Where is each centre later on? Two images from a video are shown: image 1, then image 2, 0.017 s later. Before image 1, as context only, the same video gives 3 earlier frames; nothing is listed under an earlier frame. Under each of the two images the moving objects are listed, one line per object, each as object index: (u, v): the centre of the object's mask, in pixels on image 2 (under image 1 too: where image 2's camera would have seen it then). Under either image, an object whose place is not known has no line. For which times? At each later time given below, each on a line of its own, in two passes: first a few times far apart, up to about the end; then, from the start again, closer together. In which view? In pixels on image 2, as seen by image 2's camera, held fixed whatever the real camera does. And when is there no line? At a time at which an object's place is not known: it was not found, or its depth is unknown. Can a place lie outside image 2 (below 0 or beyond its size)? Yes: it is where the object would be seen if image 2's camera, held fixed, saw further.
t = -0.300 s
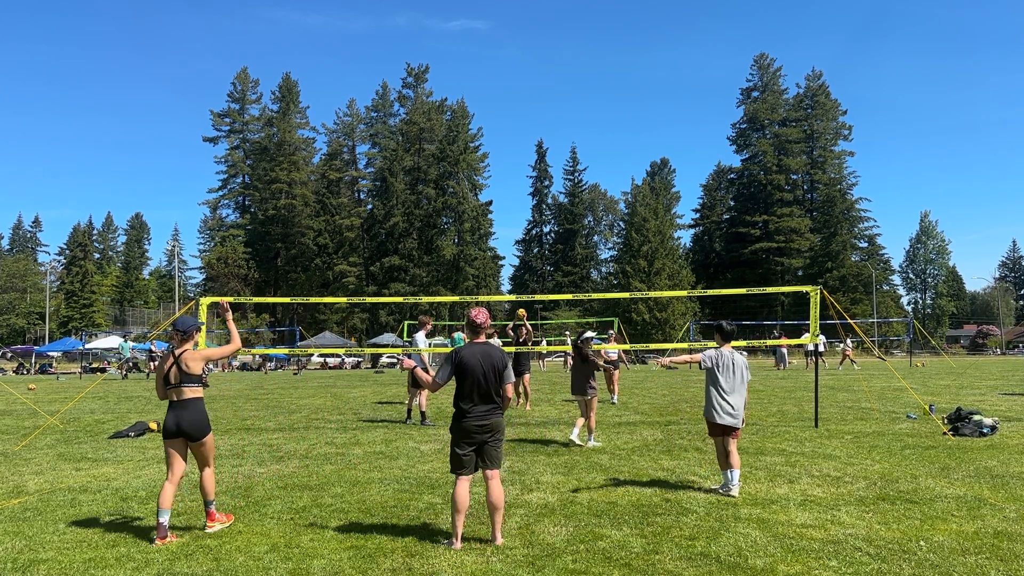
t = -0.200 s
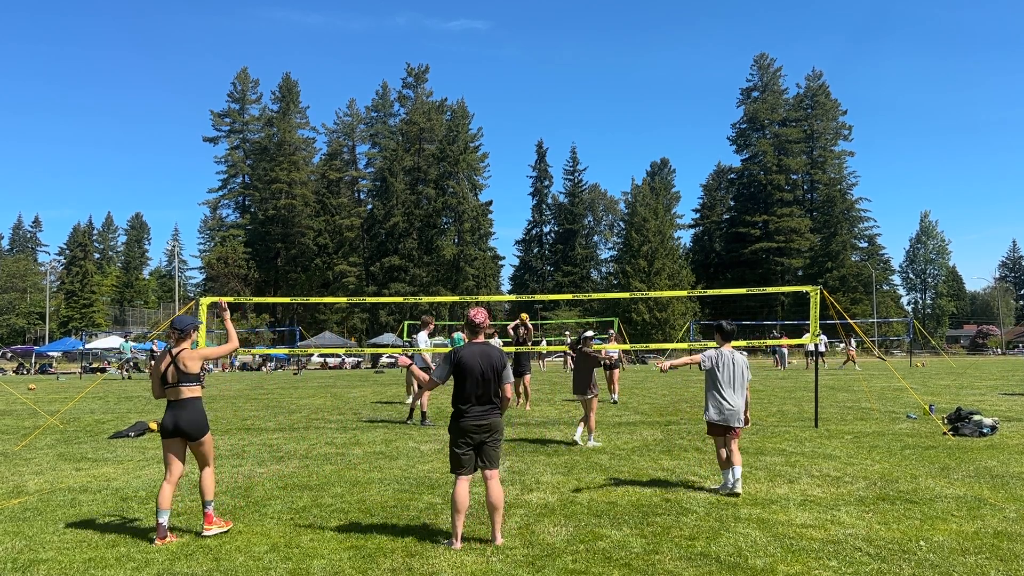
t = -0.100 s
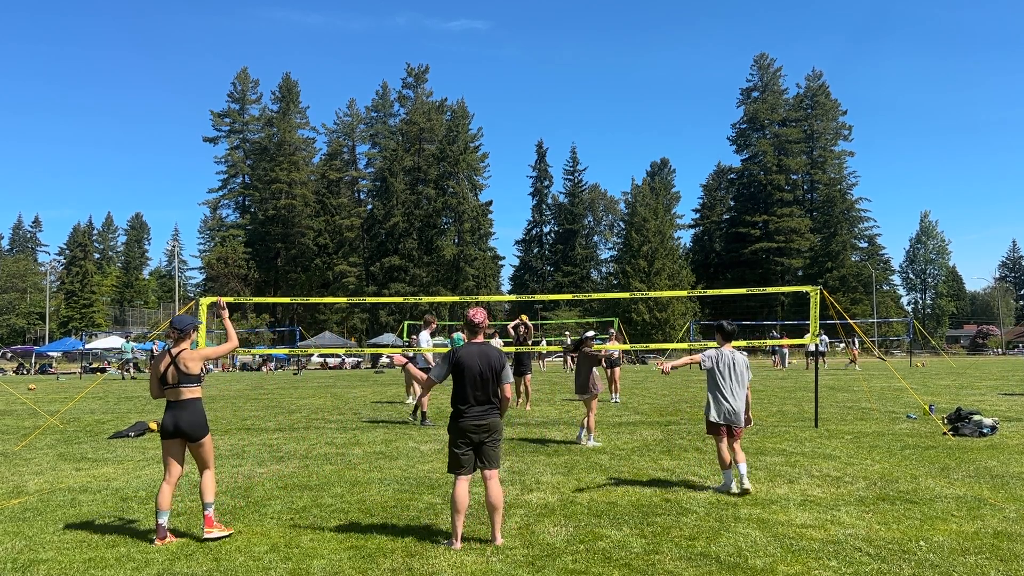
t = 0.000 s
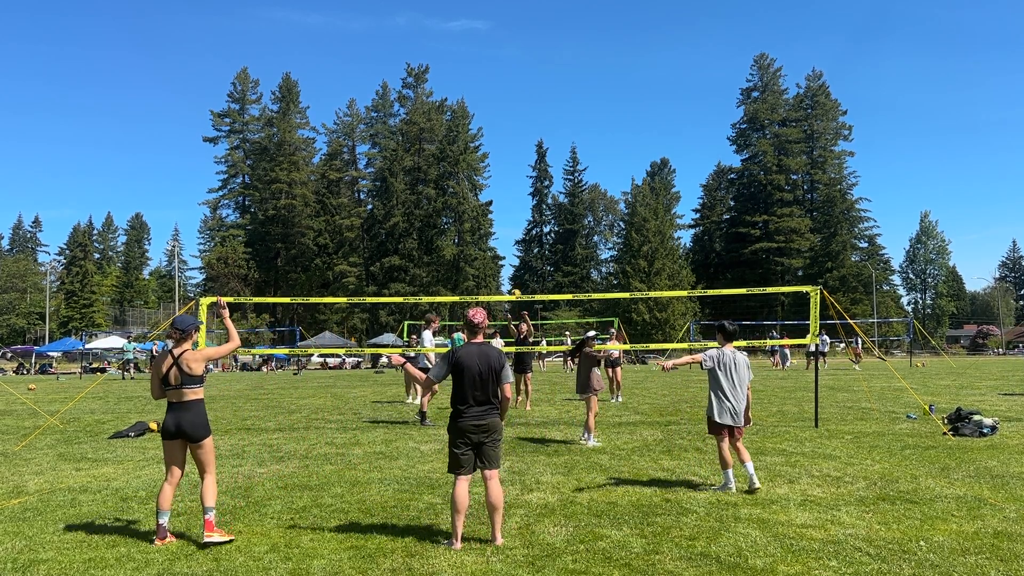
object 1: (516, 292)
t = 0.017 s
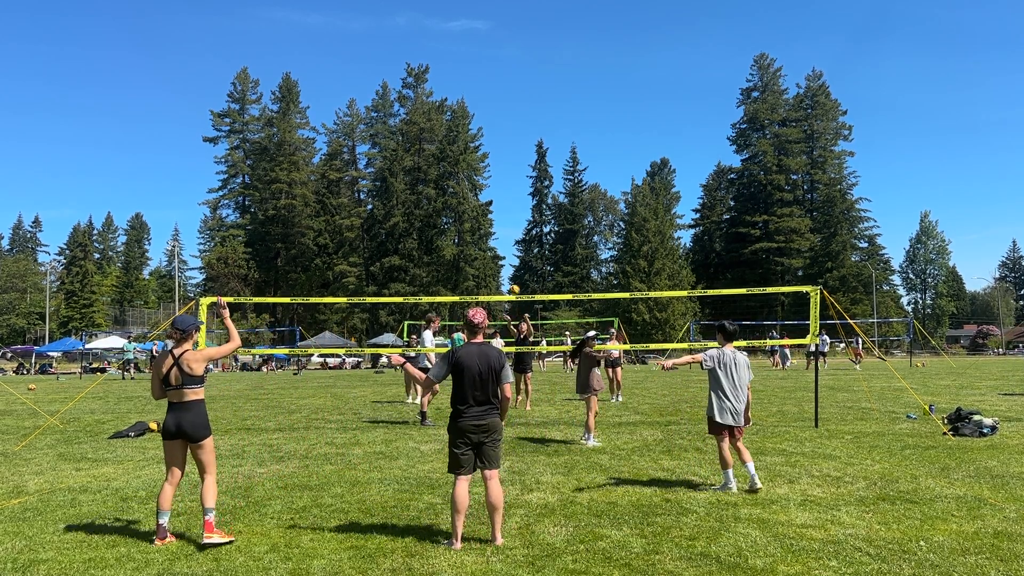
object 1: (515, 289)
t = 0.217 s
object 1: (494, 245)
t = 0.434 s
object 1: (466, 212)
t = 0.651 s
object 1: (429, 205)
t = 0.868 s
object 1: (379, 239)
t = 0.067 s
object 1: (509, 278)
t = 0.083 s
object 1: (508, 274)
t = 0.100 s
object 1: (506, 270)
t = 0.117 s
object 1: (505, 266)
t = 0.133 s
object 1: (503, 262)
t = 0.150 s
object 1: (501, 258)
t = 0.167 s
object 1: (499, 255)
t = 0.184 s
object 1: (497, 251)
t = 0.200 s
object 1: (495, 249)
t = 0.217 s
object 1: (494, 245)
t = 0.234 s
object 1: (492, 241)
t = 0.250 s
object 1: (490, 238)
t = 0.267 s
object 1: (489, 235)
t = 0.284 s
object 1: (486, 233)
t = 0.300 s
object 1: (484, 230)
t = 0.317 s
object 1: (482, 227)
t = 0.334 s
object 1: (480, 224)
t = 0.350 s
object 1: (477, 223)
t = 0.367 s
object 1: (475, 220)
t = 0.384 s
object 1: (473, 217)
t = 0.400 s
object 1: (471, 215)
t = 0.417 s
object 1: (468, 214)
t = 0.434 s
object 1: (466, 212)
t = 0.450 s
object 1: (464, 210)
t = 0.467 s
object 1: (462, 209)
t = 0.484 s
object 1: (459, 207)
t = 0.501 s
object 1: (457, 207)
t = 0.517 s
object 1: (453, 206)
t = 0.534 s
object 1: (450, 205)
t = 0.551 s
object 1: (447, 204)
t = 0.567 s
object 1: (444, 204)
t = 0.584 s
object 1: (441, 205)
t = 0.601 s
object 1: (438, 204)
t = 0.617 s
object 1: (435, 205)
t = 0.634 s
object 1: (432, 205)
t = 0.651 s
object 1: (429, 205)
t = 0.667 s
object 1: (426, 206)
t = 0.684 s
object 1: (423, 207)
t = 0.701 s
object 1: (419, 208)
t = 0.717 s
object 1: (416, 210)
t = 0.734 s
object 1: (412, 212)
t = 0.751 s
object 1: (409, 214)
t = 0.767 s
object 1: (404, 217)
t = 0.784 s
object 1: (401, 220)
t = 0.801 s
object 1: (396, 223)
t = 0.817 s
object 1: (392, 226)
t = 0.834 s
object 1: (388, 230)
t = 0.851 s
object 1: (383, 235)
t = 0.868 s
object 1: (379, 239)
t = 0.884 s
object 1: (373, 245)
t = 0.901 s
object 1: (369, 250)
